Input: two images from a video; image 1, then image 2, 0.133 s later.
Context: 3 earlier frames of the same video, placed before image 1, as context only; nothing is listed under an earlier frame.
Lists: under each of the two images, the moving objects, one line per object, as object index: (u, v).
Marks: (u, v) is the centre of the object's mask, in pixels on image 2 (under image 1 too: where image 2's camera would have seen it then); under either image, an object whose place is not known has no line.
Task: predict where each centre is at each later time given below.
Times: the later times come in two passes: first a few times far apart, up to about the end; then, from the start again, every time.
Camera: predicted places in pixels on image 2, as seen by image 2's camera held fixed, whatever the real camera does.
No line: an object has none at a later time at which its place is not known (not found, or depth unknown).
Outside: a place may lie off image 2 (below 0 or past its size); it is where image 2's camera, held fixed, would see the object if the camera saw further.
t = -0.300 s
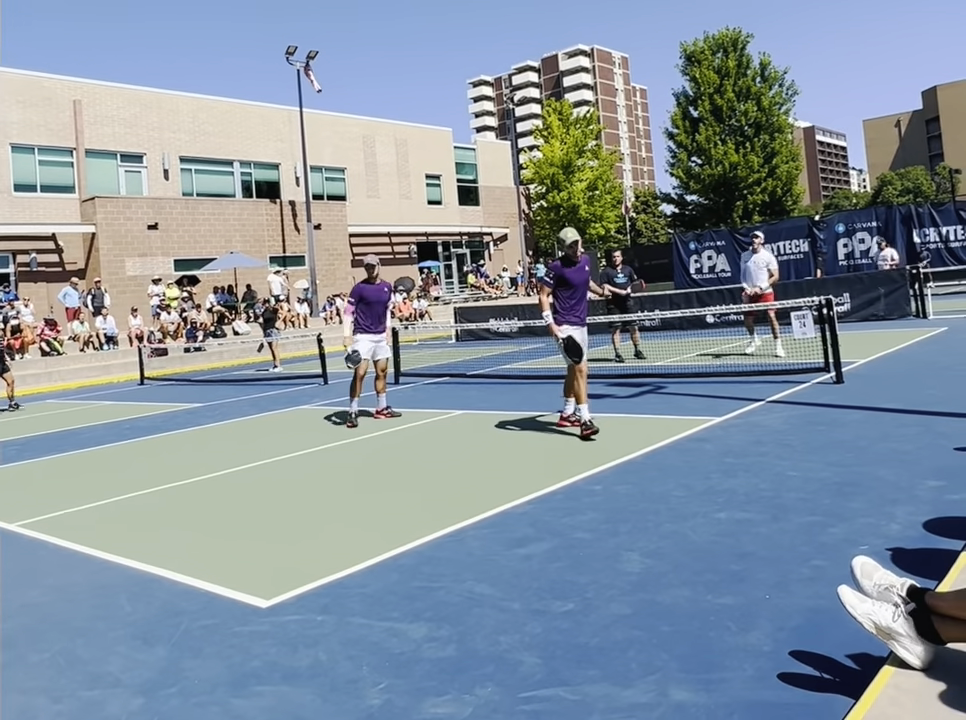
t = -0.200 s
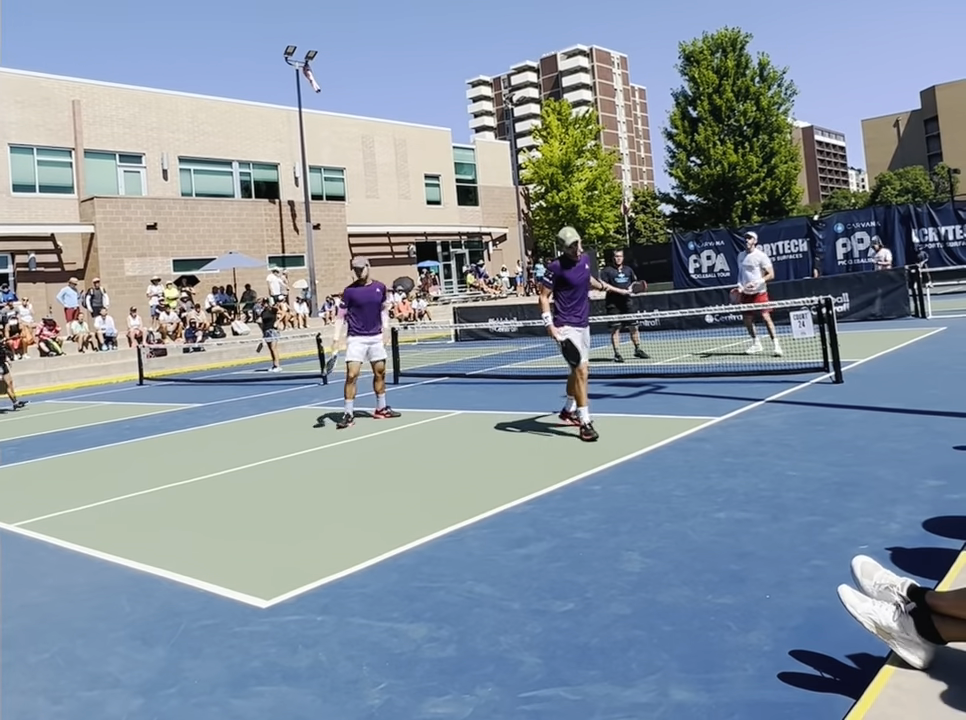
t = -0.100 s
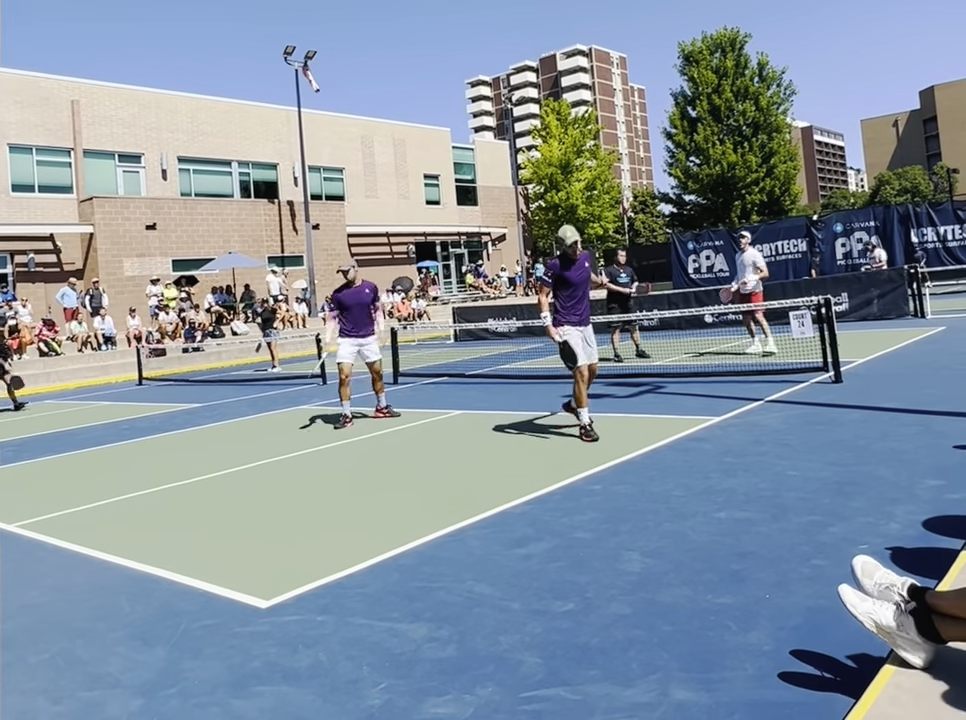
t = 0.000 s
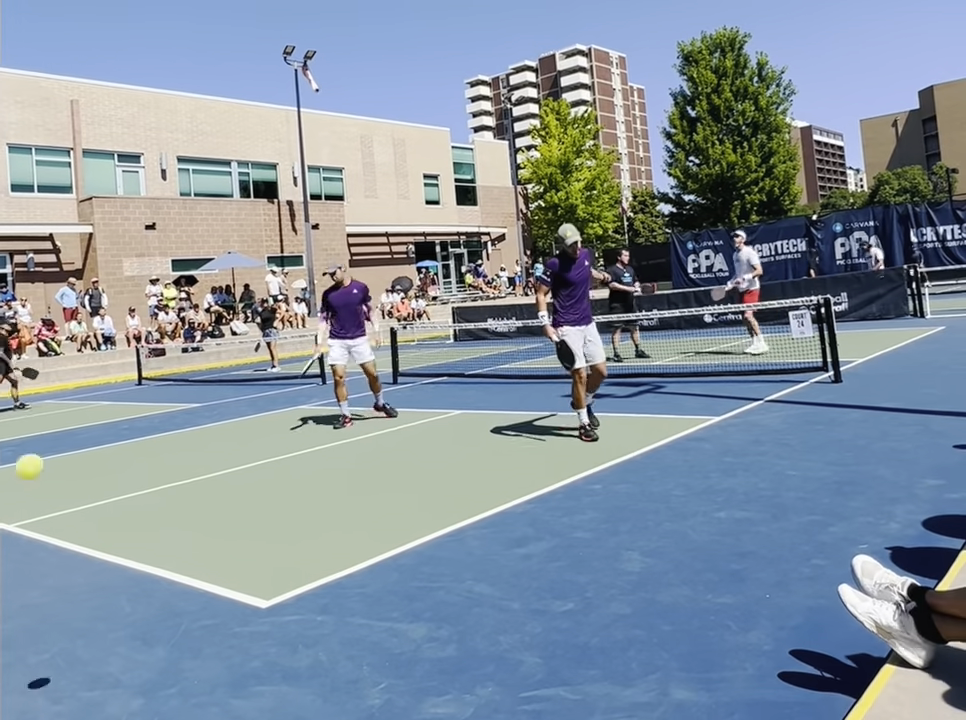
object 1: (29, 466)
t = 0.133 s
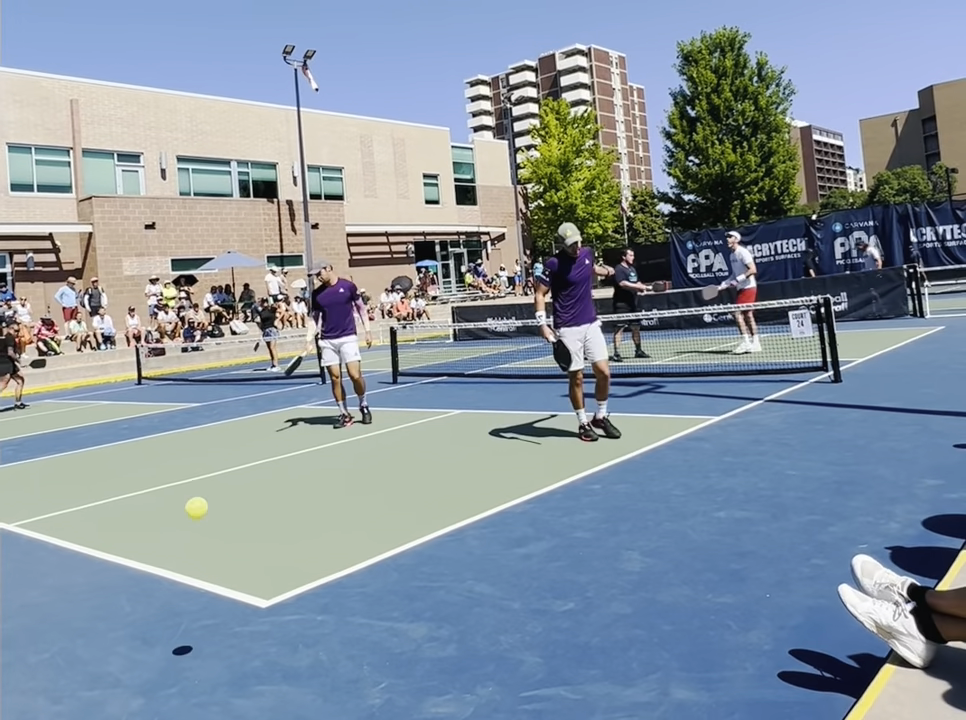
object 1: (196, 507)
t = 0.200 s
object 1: (266, 542)
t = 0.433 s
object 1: (403, 541)
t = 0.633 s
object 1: (457, 492)
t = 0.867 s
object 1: (526, 556)
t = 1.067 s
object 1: (574, 517)
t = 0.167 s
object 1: (233, 524)
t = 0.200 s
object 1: (266, 542)
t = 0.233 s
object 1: (299, 563)
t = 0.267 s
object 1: (330, 585)
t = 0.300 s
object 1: (359, 608)
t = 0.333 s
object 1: (377, 606)
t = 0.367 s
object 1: (385, 581)
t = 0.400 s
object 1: (394, 560)
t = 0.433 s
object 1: (403, 541)
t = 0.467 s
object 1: (412, 525)
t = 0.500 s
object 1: (421, 512)
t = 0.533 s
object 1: (430, 502)
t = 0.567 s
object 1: (439, 496)
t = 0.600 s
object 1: (448, 492)
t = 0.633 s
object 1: (457, 492)
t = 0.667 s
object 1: (467, 493)
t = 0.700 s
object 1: (477, 497)
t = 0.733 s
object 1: (486, 503)
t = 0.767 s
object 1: (496, 514)
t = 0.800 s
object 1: (506, 525)
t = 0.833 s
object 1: (516, 539)
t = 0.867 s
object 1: (526, 556)
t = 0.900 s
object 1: (536, 576)
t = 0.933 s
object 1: (544, 562)
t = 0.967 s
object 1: (551, 546)
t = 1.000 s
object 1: (559, 534)
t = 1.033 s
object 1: (566, 524)
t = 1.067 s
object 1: (574, 517)
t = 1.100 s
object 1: (582, 512)
